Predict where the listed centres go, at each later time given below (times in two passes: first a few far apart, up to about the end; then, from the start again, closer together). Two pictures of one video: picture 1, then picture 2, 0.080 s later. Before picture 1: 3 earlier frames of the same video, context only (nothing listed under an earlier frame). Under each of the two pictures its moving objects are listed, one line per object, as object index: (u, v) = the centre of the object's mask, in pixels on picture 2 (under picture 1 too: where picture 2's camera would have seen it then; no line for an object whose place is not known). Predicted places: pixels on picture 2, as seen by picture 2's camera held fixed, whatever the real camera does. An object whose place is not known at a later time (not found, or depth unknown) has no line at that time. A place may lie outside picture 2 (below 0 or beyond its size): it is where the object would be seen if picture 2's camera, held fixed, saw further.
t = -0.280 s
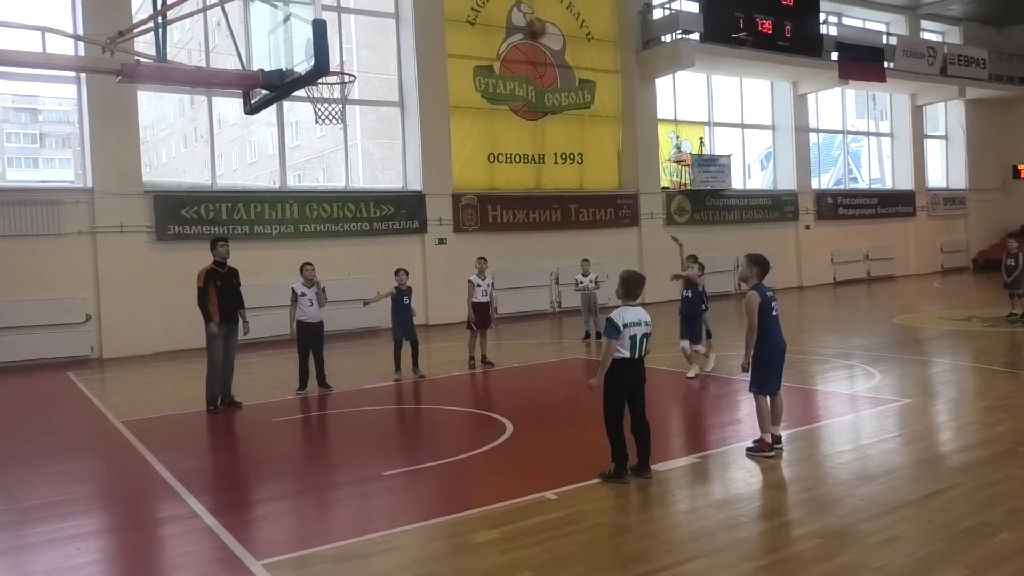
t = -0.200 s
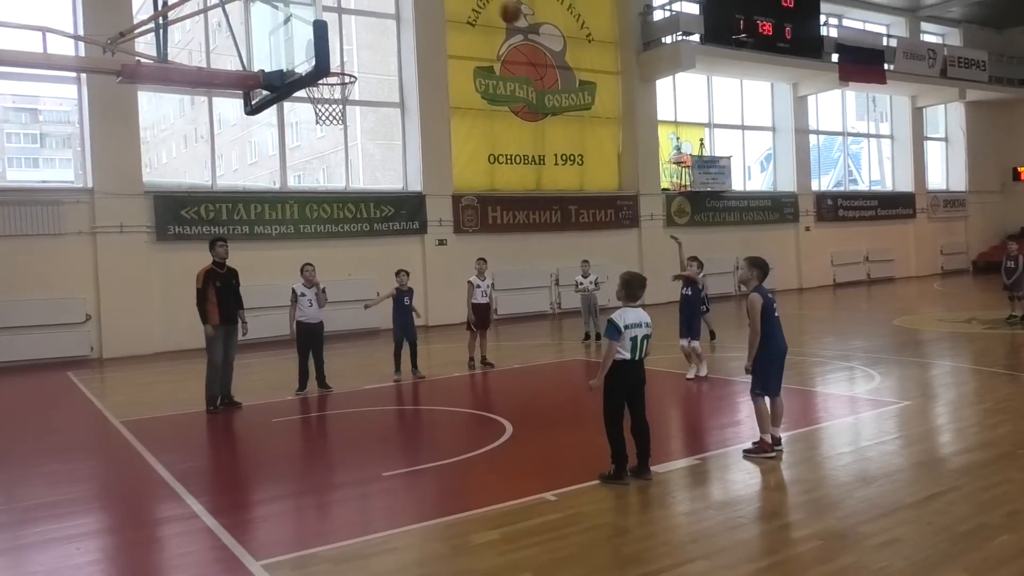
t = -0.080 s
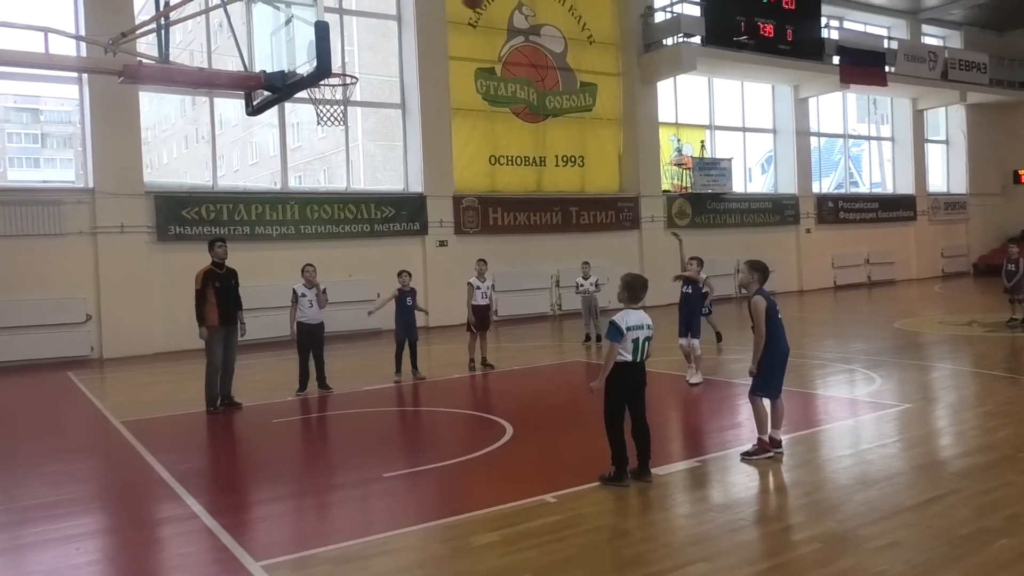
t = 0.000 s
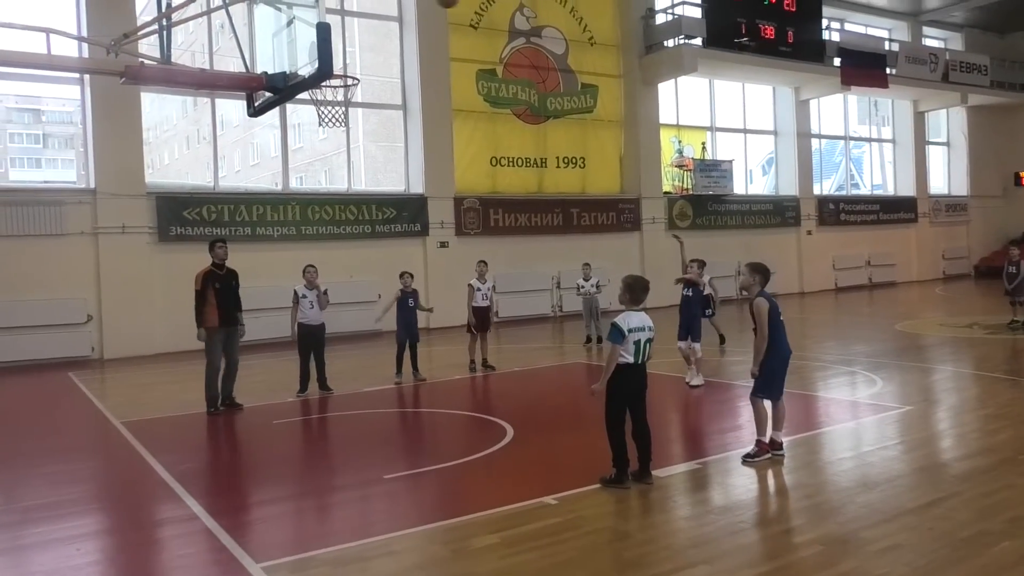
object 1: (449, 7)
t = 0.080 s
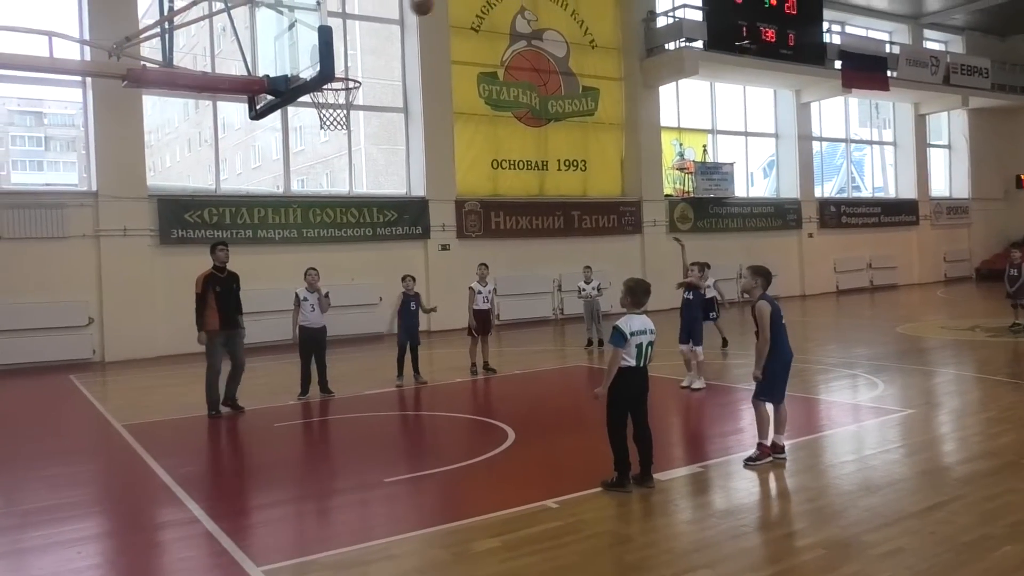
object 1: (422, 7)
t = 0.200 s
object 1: (378, 22)
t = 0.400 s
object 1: (334, 86)
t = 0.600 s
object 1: (319, 119)
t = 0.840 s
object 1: (289, 183)
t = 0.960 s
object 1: (275, 240)
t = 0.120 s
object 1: (407, 8)
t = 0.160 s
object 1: (393, 14)
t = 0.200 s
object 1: (378, 22)
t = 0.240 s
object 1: (364, 33)
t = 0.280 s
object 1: (349, 45)
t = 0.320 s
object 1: (340, 59)
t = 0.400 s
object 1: (334, 86)
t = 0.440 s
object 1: (348, 88)
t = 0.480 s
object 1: (341, 98)
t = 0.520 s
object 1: (332, 108)
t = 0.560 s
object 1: (325, 115)
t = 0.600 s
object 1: (319, 119)
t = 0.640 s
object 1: (314, 126)
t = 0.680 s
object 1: (309, 134)
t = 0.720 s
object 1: (303, 143)
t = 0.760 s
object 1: (298, 155)
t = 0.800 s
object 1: (293, 168)
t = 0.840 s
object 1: (289, 183)
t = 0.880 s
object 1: (284, 200)
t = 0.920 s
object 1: (279, 219)
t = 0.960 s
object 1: (275, 240)
